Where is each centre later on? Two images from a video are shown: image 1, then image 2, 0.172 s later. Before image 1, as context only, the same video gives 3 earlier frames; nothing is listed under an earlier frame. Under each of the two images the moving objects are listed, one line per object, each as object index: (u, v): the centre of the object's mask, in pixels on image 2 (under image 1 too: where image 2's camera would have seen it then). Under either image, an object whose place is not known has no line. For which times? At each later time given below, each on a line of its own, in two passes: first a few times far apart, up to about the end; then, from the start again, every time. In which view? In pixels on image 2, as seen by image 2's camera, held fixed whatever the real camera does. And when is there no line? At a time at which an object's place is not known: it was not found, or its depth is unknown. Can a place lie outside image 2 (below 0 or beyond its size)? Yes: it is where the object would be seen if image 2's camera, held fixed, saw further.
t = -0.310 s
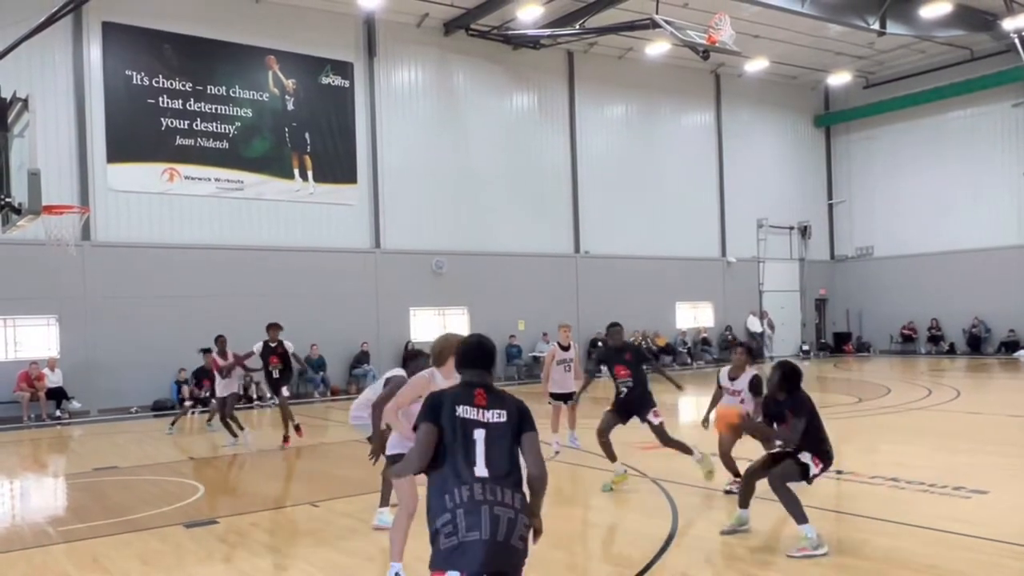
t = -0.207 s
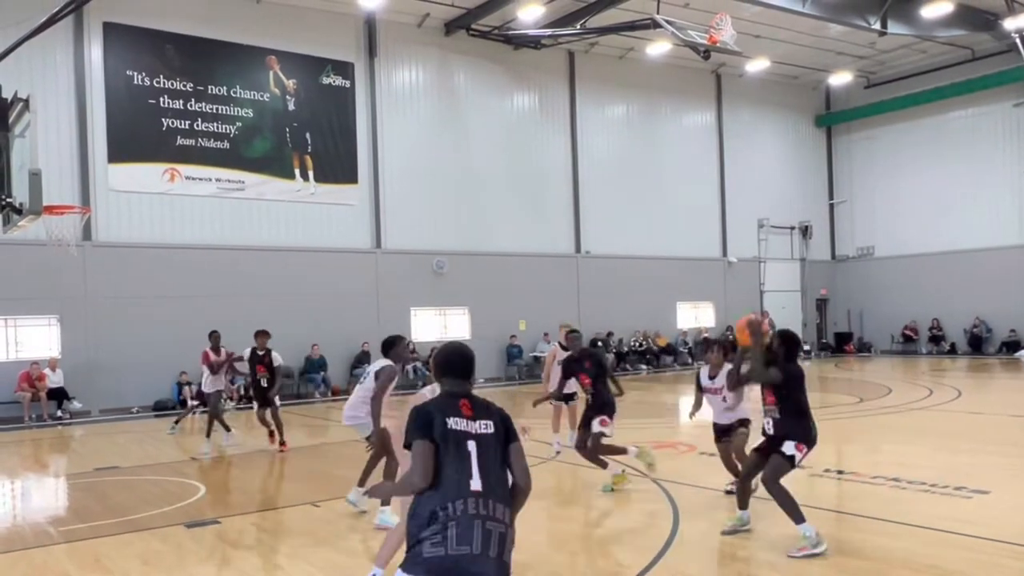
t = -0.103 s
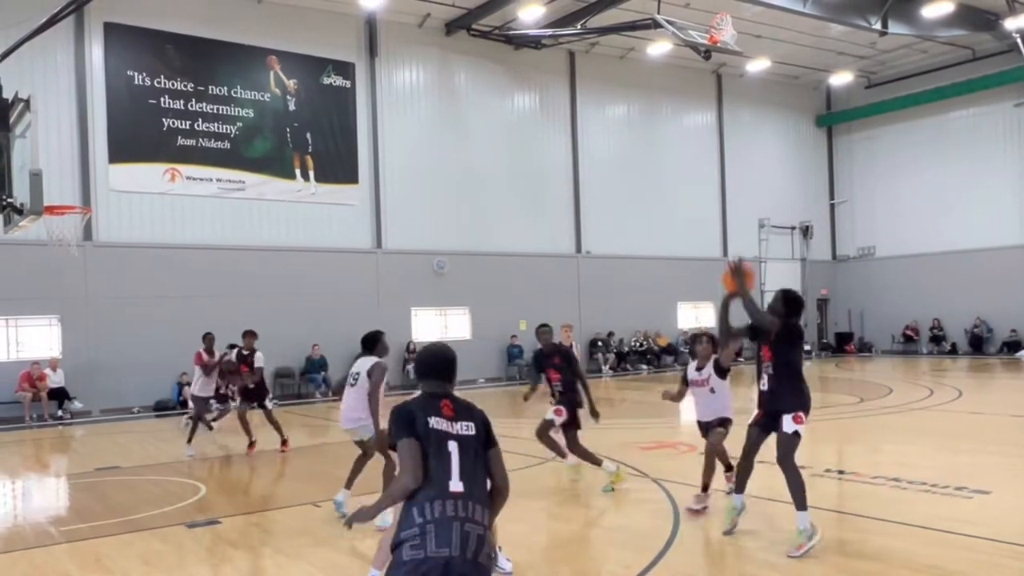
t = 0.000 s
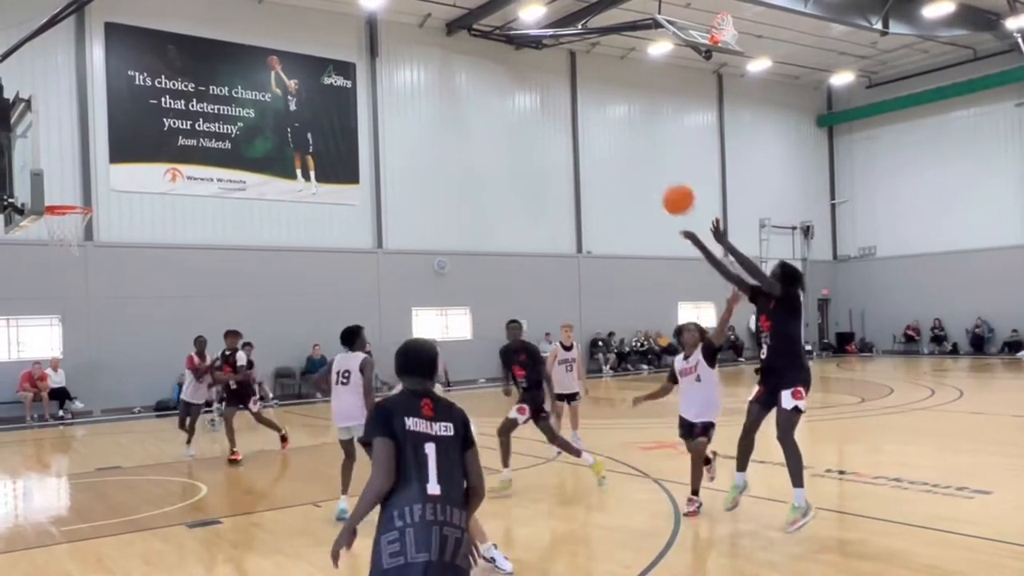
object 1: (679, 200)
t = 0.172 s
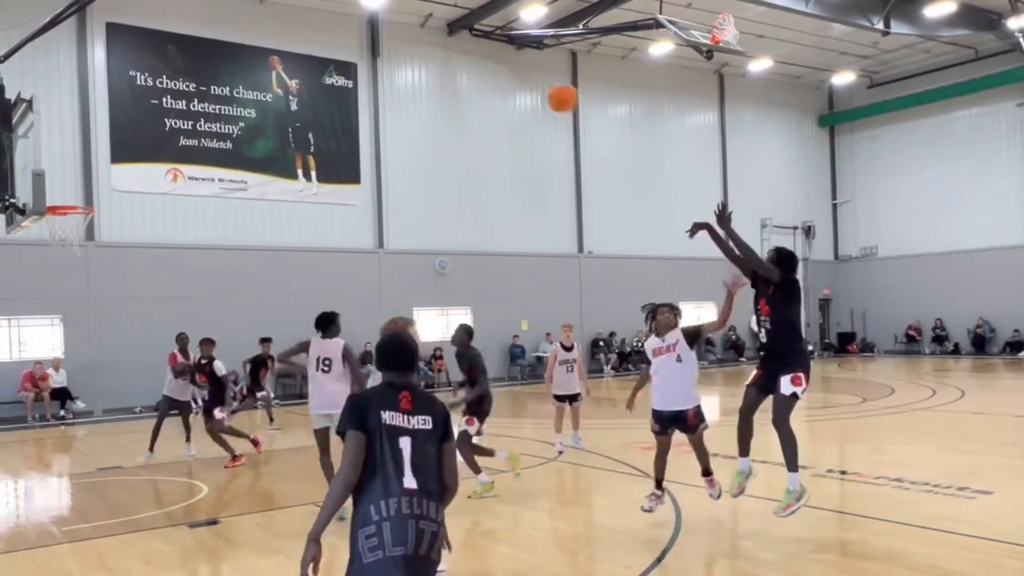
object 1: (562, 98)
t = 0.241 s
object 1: (519, 68)
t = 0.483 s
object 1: (383, 19)
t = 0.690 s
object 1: (282, 23)
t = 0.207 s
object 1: (541, 82)
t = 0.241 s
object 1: (519, 68)
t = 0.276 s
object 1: (497, 57)
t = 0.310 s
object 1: (477, 46)
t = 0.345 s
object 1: (458, 38)
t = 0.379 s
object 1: (439, 31)
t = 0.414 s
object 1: (420, 26)
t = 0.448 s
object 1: (401, 21)
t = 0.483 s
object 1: (383, 19)
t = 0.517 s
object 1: (365, 17)
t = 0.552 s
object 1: (348, 14)
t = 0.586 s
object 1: (331, 15)
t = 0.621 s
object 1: (315, 16)
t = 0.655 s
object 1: (299, 19)
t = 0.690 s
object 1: (282, 23)
